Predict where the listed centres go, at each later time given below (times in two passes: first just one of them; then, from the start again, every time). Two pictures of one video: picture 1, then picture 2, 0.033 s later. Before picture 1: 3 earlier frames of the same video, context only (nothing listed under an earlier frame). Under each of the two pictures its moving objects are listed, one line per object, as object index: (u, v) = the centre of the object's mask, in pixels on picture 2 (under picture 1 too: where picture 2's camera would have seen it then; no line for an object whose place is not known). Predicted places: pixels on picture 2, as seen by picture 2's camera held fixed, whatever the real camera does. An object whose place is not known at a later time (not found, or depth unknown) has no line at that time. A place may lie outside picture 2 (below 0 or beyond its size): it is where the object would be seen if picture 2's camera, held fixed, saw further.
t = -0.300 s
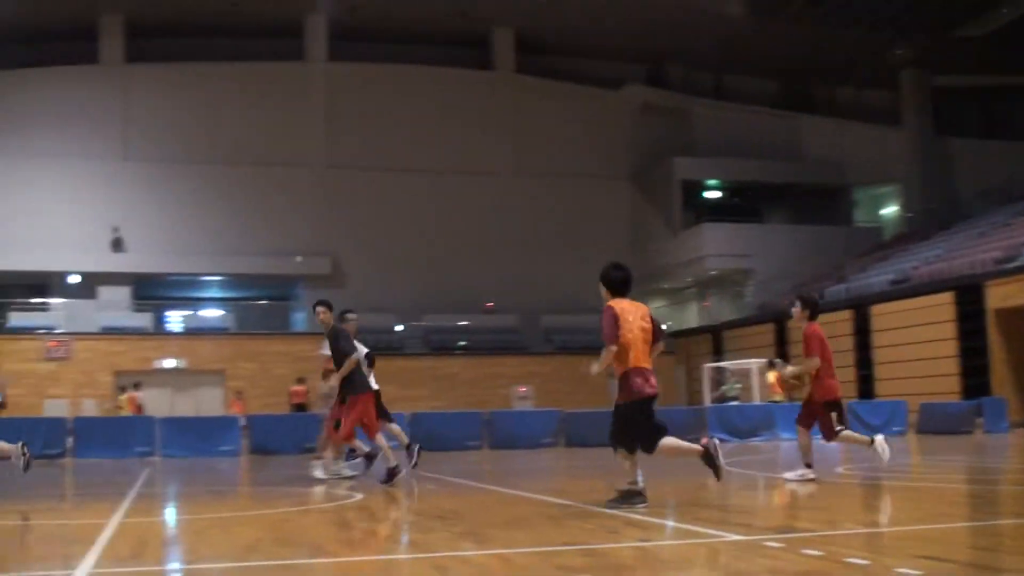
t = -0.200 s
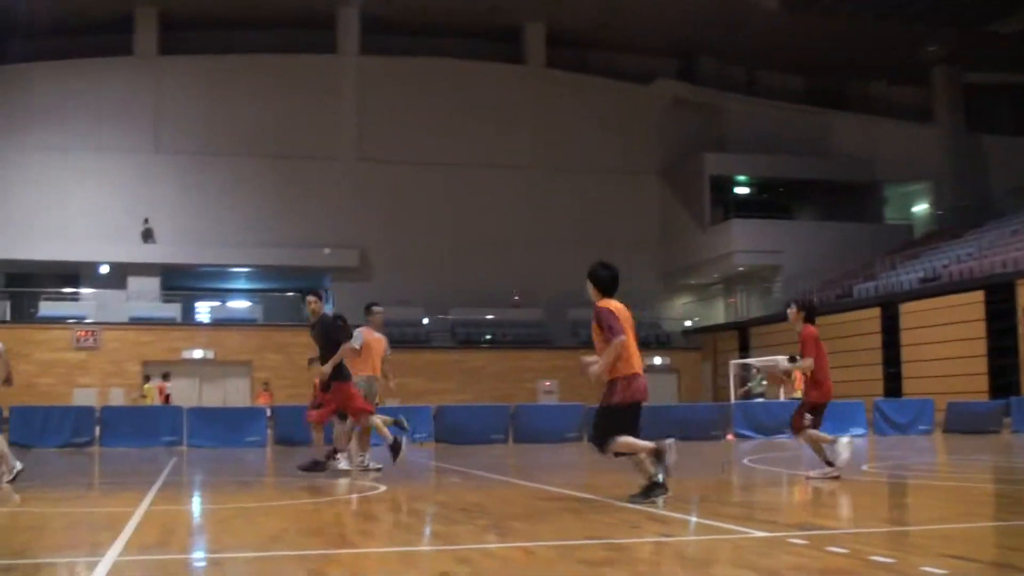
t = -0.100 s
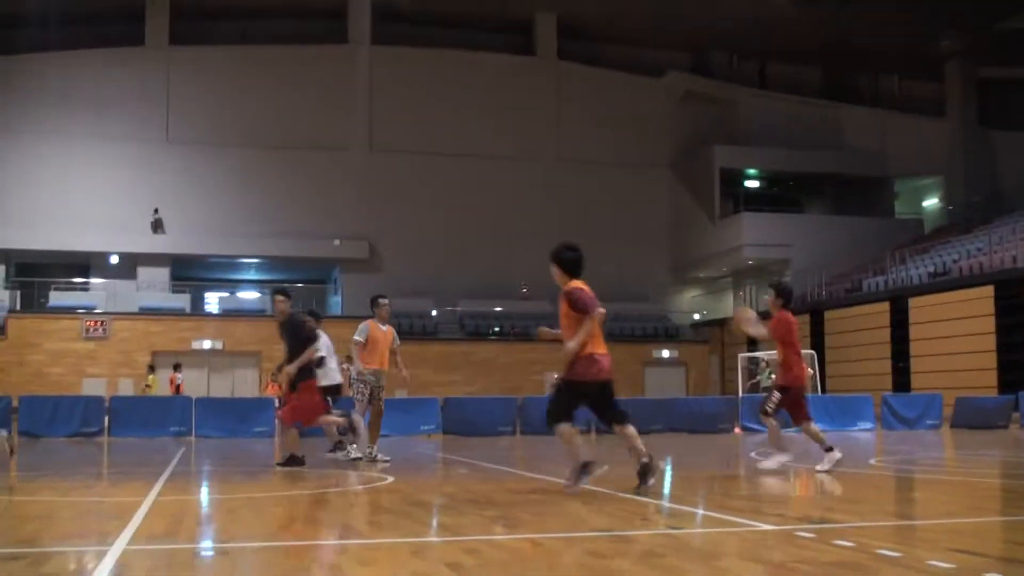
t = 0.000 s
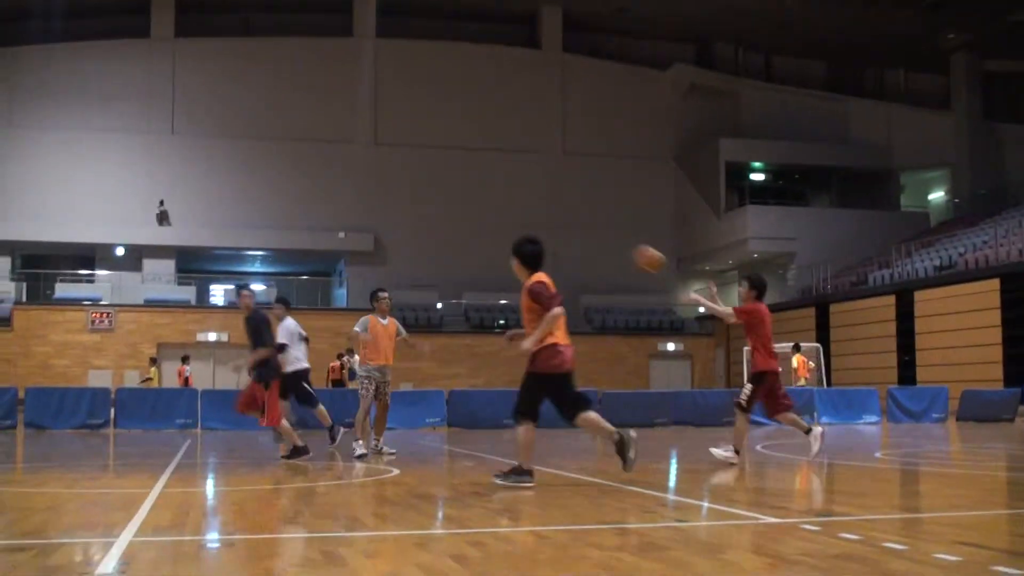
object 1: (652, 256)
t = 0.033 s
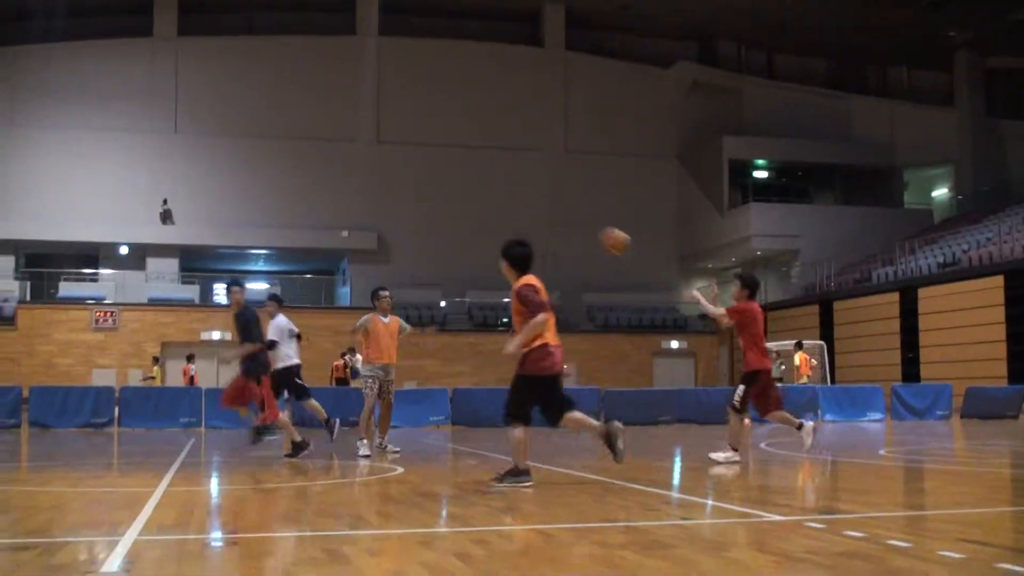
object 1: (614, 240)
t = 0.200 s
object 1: (446, 185)
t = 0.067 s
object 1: (579, 225)
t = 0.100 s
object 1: (545, 213)
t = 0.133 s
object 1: (511, 203)
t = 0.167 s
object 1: (478, 193)
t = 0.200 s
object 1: (446, 185)
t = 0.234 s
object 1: (415, 178)
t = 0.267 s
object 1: (384, 170)
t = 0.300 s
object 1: (354, 165)
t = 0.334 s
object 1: (326, 161)
